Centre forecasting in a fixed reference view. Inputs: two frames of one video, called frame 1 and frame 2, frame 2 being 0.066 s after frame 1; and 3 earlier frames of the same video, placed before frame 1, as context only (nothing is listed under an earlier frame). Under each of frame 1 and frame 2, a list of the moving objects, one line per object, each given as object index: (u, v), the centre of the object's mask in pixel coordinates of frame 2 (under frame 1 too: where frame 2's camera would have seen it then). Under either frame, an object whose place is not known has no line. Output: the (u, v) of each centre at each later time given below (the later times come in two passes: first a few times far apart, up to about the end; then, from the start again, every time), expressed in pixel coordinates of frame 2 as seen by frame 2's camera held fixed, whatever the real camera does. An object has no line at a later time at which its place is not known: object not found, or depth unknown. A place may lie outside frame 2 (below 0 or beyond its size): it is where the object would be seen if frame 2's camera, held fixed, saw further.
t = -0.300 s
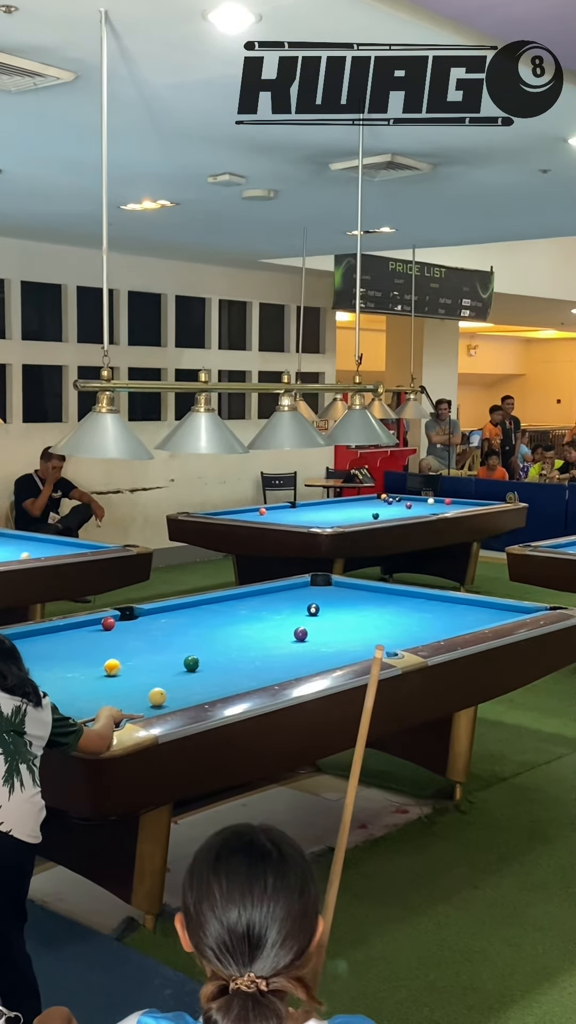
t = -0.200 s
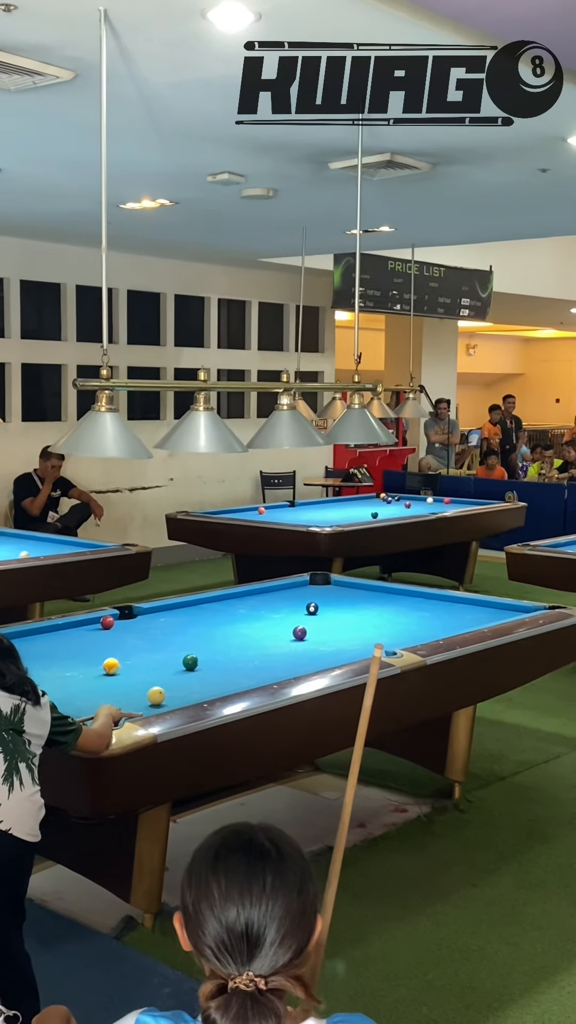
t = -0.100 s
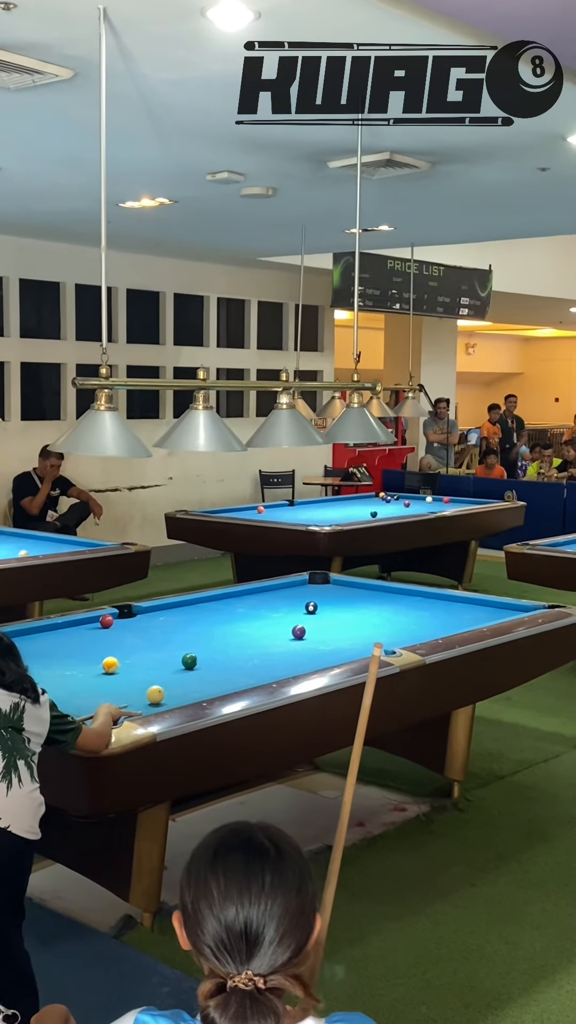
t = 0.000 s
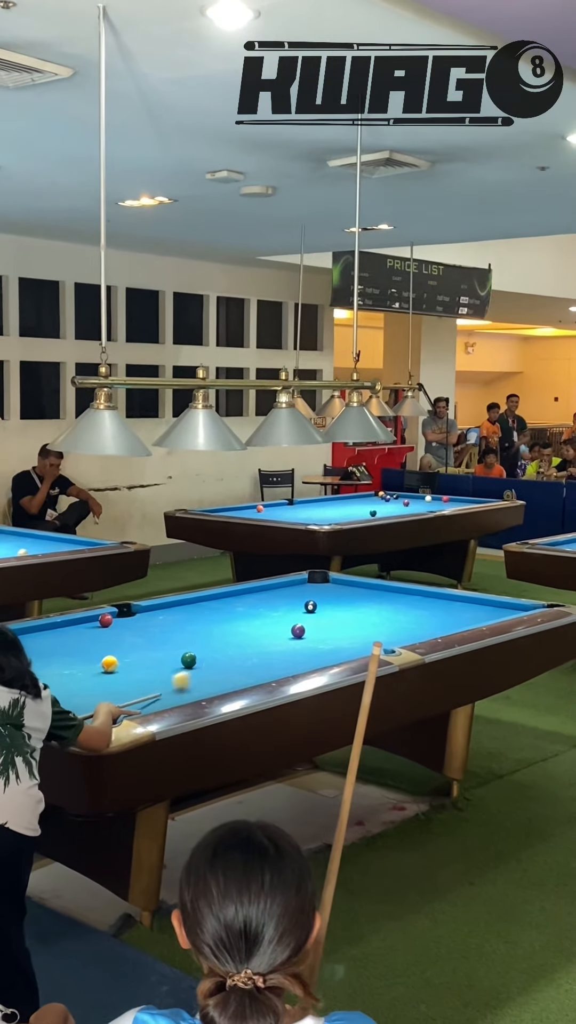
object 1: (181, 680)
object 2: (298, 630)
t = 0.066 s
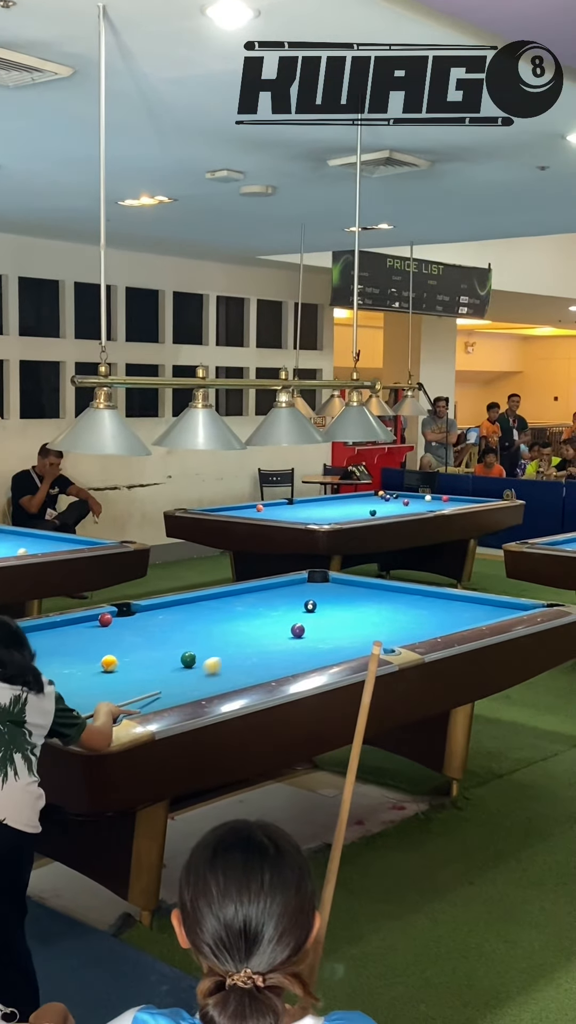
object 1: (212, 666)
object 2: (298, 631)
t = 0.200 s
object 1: (263, 642)
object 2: (298, 631)
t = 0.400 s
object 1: (264, 622)
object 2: (350, 625)
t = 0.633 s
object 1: (234, 609)
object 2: (423, 618)
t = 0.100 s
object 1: (226, 659)
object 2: (298, 630)
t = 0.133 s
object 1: (239, 653)
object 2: (298, 630)
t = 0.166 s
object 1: (251, 647)
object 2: (298, 631)
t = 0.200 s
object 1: (263, 642)
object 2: (298, 631)
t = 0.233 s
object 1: (273, 637)
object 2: (298, 631)
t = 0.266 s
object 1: (283, 633)
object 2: (298, 631)
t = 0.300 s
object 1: (280, 629)
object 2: (309, 629)
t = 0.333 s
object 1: (274, 627)
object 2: (324, 628)
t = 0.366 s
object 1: (269, 624)
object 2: (338, 626)
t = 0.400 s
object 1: (264, 622)
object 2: (350, 625)
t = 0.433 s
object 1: (259, 620)
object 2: (362, 624)
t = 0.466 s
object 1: (255, 618)
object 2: (373, 623)
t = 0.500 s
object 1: (251, 616)
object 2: (383, 621)
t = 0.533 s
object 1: (246, 614)
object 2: (394, 621)
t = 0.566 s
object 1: (242, 613)
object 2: (403, 620)
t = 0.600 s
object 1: (238, 611)
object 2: (413, 619)
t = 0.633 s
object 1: (234, 609)
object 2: (423, 618)
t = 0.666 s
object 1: (230, 607)
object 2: (432, 617)
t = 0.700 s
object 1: (226, 605)
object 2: (442, 616)
